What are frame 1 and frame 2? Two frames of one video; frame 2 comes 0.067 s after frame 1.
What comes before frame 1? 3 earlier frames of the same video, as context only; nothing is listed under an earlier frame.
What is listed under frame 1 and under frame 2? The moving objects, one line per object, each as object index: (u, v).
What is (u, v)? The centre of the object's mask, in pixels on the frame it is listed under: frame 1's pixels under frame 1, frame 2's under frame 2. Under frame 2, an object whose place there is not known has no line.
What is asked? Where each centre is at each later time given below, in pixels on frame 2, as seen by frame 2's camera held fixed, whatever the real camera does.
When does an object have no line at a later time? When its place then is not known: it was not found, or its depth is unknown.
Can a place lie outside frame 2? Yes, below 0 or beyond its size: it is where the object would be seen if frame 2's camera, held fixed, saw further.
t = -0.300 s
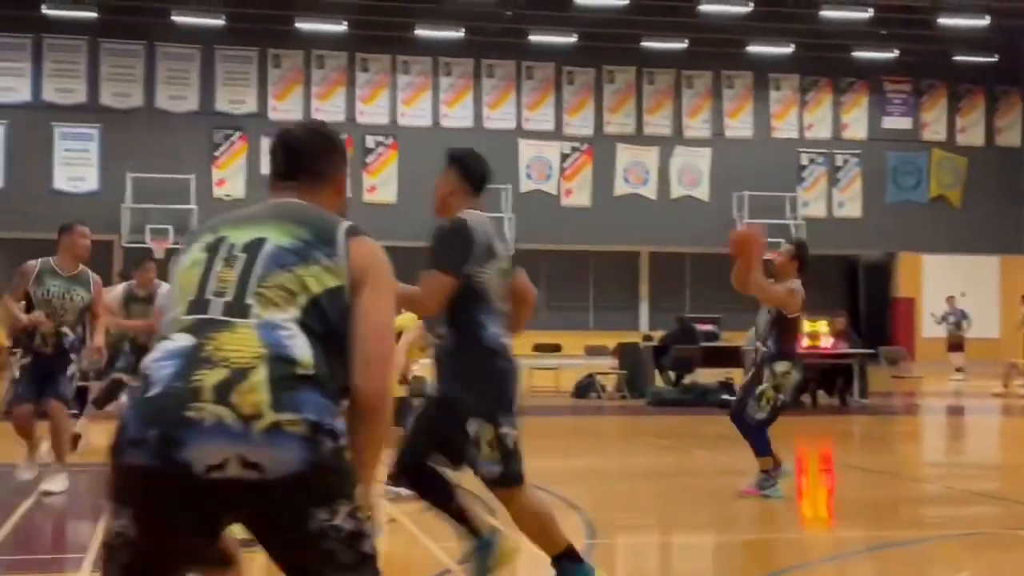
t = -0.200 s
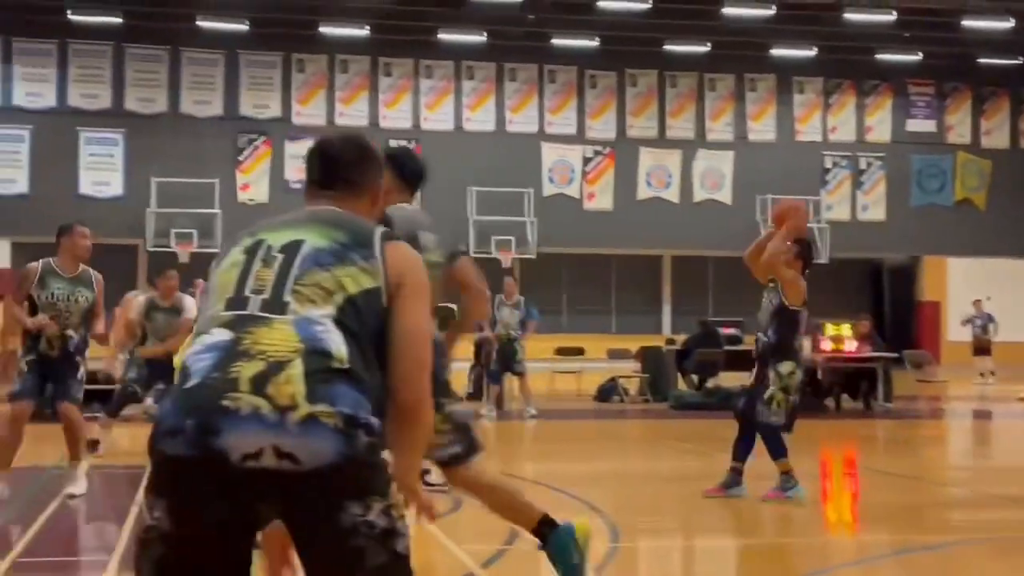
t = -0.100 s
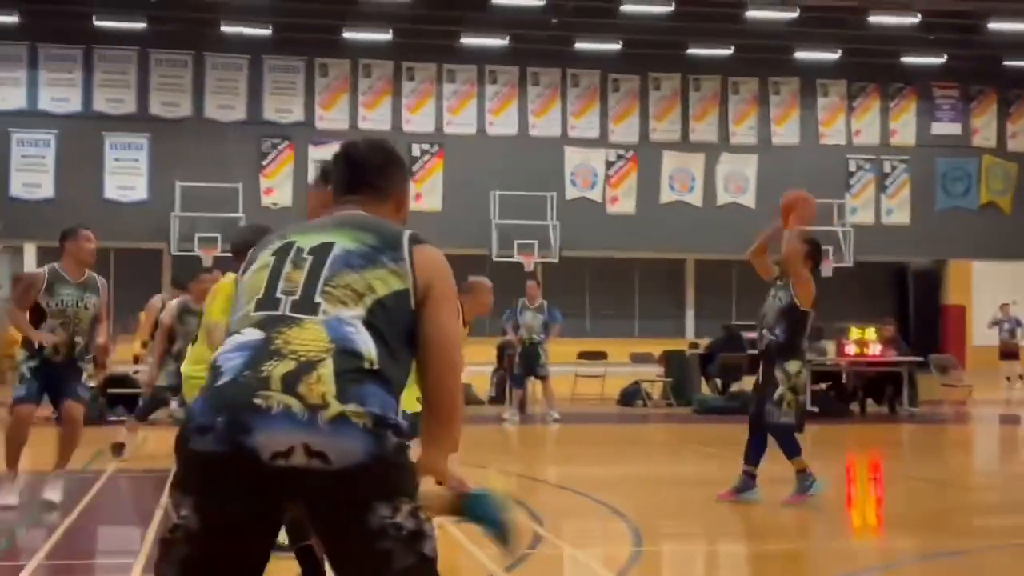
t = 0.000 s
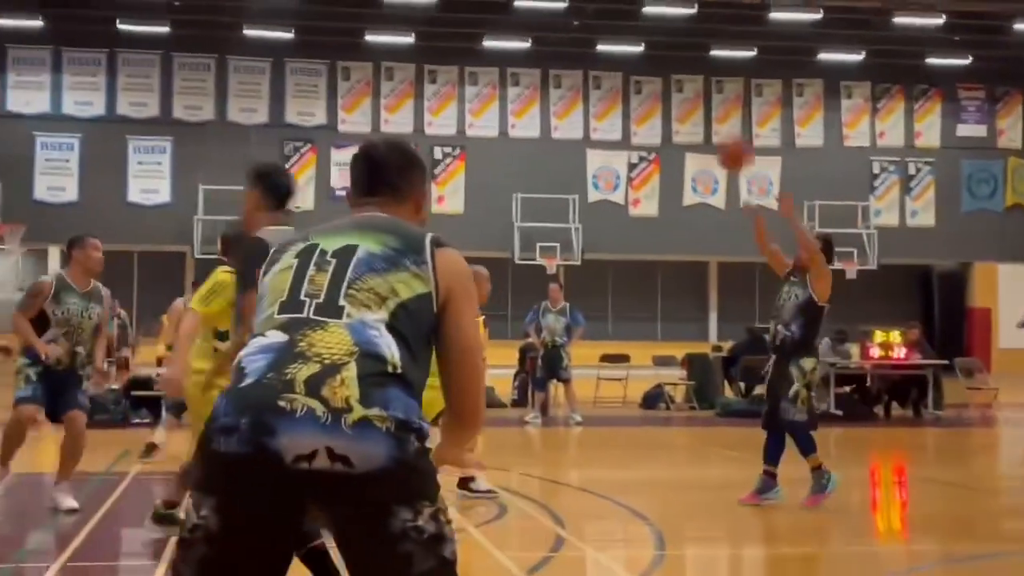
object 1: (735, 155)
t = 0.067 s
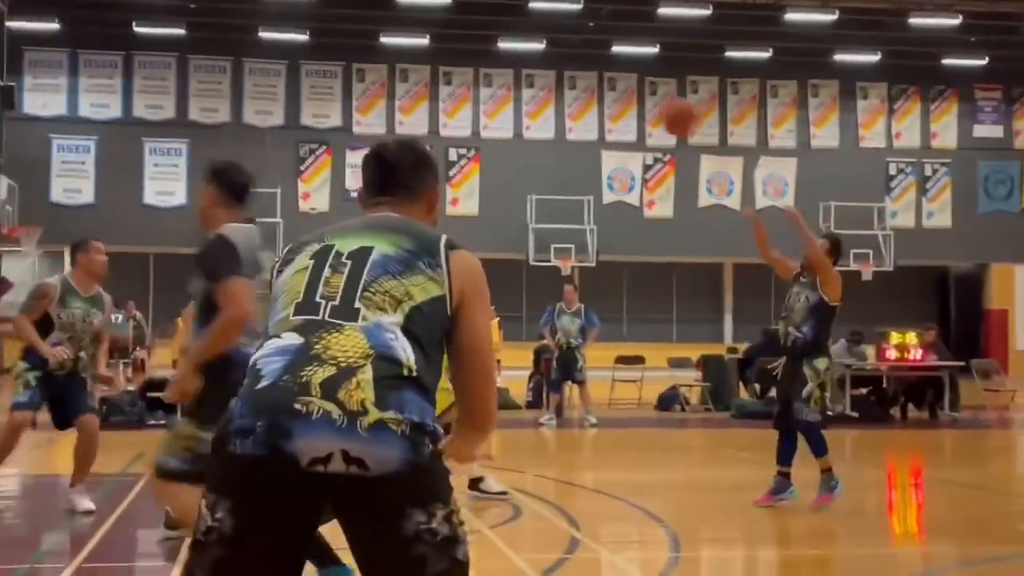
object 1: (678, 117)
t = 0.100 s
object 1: (642, 100)
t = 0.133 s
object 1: (608, 86)
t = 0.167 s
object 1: (574, 71)
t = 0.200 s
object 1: (540, 63)
